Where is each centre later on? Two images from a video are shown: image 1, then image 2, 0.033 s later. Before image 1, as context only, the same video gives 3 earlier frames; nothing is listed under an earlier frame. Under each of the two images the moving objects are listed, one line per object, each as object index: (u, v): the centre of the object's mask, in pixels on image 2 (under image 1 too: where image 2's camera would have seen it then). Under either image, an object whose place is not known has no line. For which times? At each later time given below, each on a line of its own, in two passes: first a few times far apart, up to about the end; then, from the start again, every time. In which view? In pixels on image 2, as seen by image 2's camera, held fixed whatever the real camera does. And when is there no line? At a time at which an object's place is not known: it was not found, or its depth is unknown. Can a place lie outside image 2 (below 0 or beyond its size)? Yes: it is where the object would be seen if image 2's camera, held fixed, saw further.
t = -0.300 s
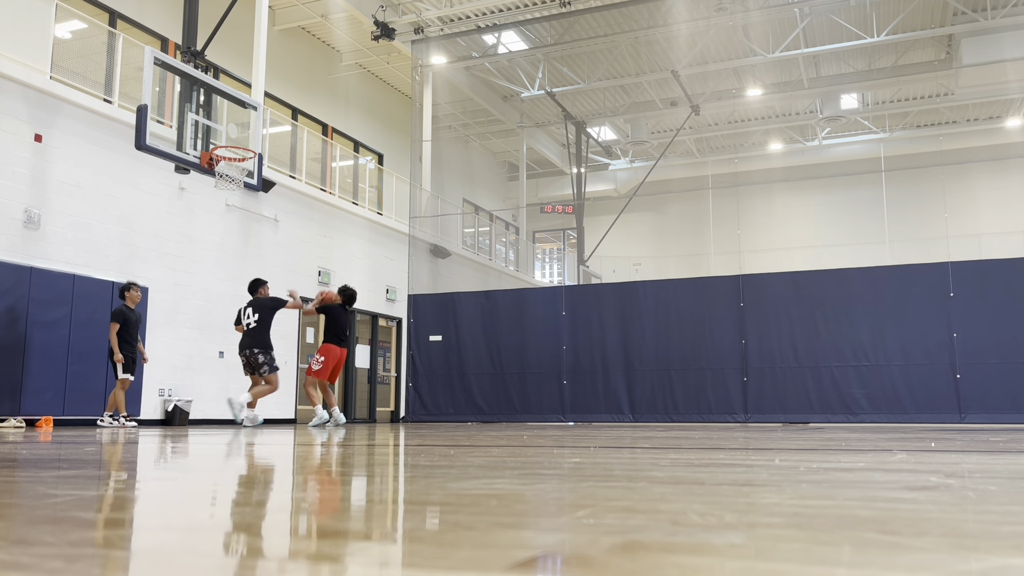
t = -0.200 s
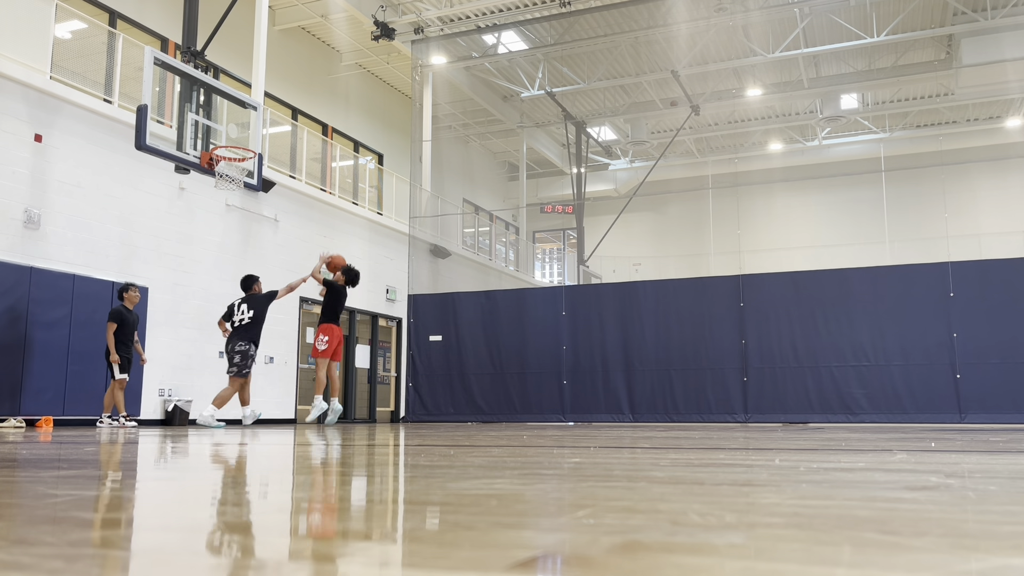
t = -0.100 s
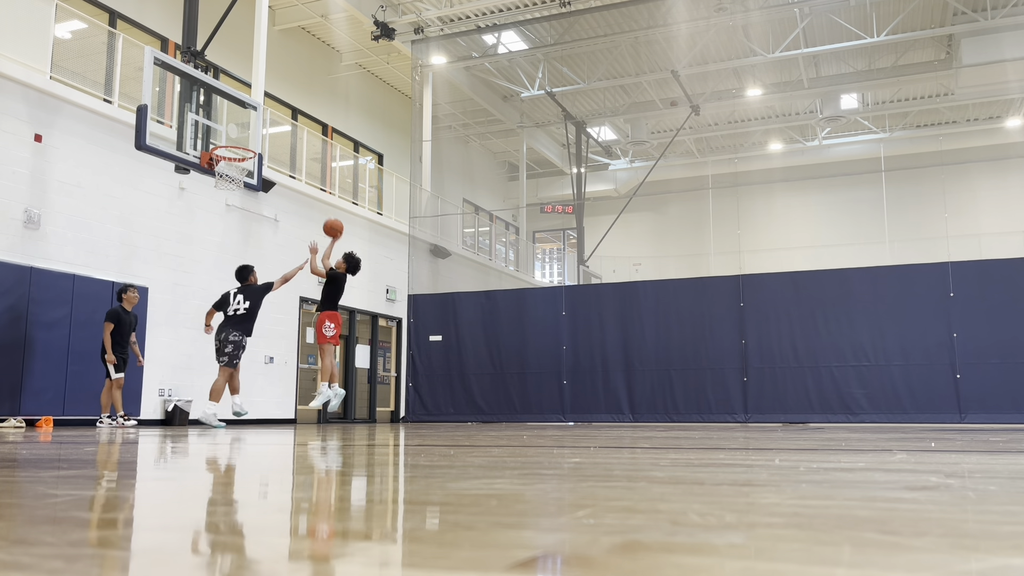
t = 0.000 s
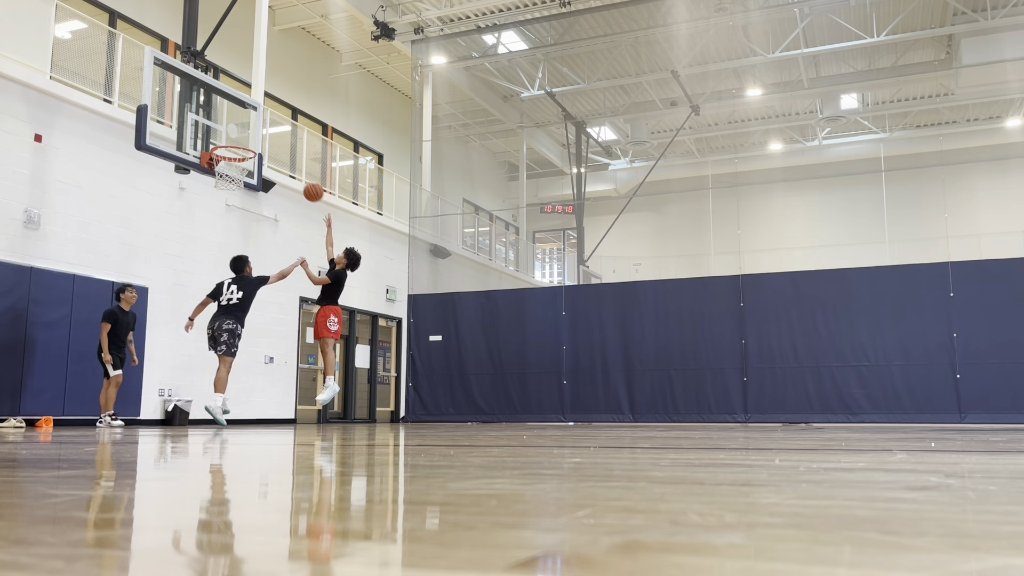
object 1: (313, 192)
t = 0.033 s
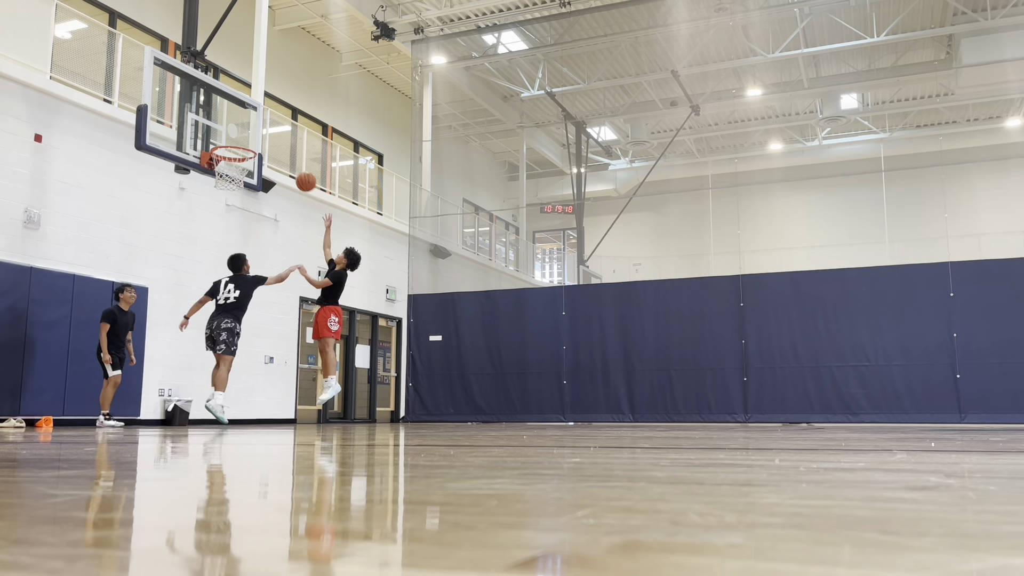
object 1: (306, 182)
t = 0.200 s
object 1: (268, 144)
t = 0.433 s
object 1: (239, 128)
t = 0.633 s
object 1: (248, 142)
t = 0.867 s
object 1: (228, 150)
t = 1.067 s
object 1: (224, 177)
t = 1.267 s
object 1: (230, 195)
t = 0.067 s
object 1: (298, 172)
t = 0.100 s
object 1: (291, 164)
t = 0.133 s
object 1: (283, 156)
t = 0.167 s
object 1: (276, 150)
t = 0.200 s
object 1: (268, 144)
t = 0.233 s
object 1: (260, 139)
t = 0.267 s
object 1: (252, 135)
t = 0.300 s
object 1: (244, 131)
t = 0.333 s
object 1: (237, 129)
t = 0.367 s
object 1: (235, 128)
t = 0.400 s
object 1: (237, 127)
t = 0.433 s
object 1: (239, 128)
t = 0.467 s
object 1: (241, 129)
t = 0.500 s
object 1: (243, 131)
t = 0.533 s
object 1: (245, 134)
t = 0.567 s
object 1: (247, 138)
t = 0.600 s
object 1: (250, 142)
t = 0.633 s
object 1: (248, 142)
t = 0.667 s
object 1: (245, 141)
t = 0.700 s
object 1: (241, 139)
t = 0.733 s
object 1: (238, 140)
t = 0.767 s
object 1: (234, 143)
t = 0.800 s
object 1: (231, 146)
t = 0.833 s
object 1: (229, 148)
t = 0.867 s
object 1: (228, 150)
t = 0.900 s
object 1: (227, 154)
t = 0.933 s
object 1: (226, 157)
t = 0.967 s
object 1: (224, 161)
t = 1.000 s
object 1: (224, 167)
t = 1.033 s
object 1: (224, 174)
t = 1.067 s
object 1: (224, 177)
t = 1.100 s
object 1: (224, 179)
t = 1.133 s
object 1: (226, 182)
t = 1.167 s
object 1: (228, 186)
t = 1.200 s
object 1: (228, 188)
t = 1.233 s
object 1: (229, 191)
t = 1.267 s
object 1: (230, 195)
